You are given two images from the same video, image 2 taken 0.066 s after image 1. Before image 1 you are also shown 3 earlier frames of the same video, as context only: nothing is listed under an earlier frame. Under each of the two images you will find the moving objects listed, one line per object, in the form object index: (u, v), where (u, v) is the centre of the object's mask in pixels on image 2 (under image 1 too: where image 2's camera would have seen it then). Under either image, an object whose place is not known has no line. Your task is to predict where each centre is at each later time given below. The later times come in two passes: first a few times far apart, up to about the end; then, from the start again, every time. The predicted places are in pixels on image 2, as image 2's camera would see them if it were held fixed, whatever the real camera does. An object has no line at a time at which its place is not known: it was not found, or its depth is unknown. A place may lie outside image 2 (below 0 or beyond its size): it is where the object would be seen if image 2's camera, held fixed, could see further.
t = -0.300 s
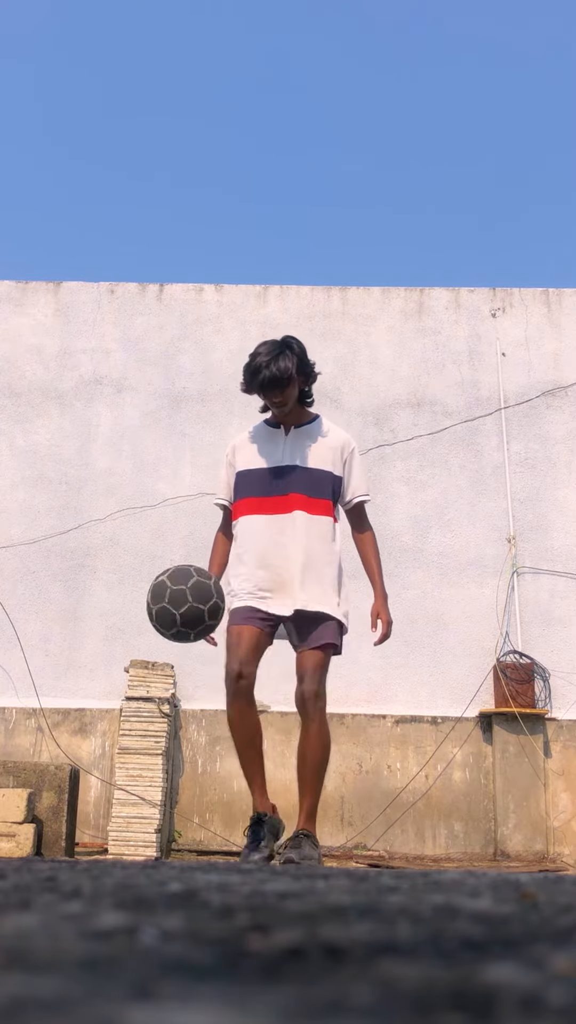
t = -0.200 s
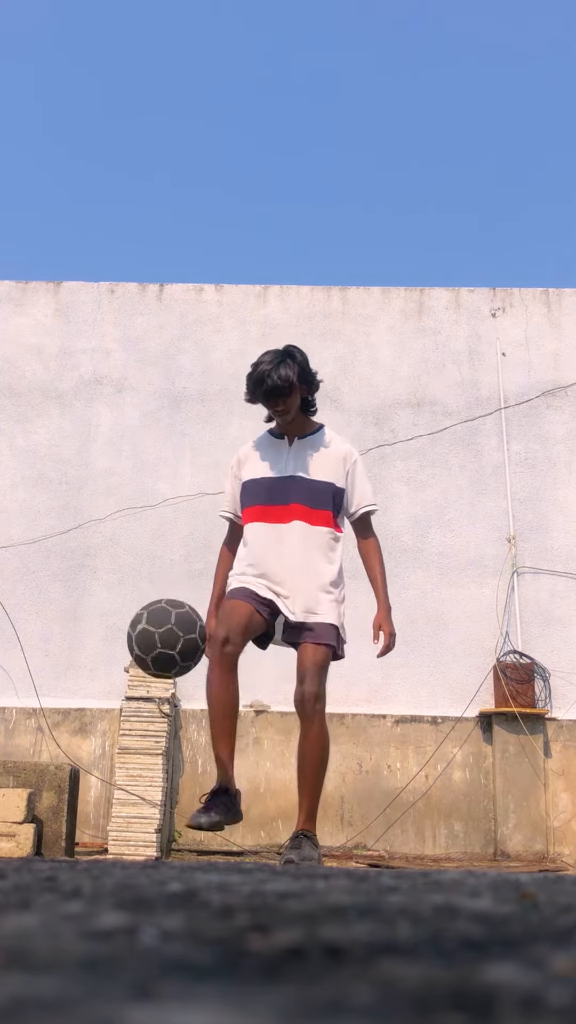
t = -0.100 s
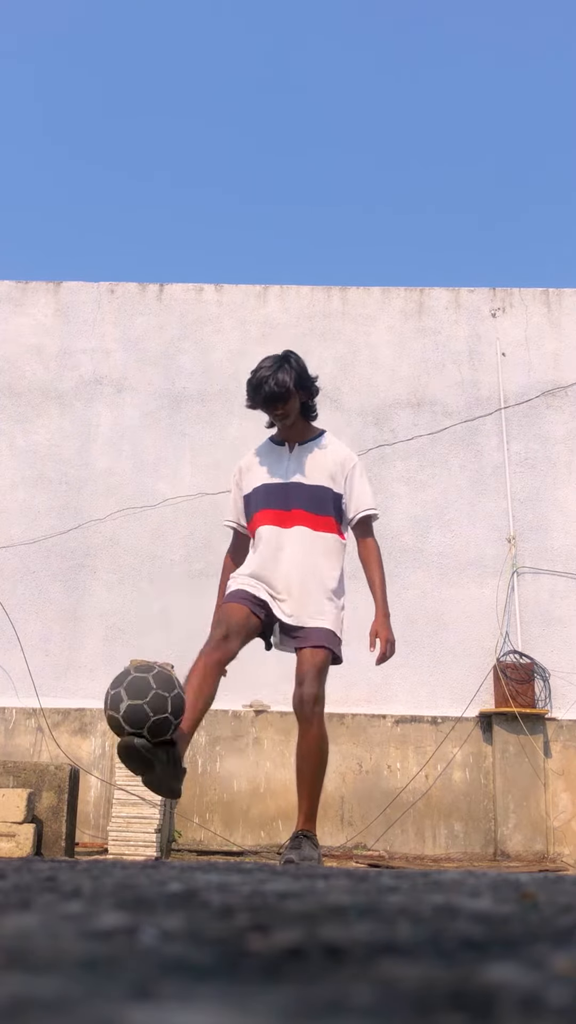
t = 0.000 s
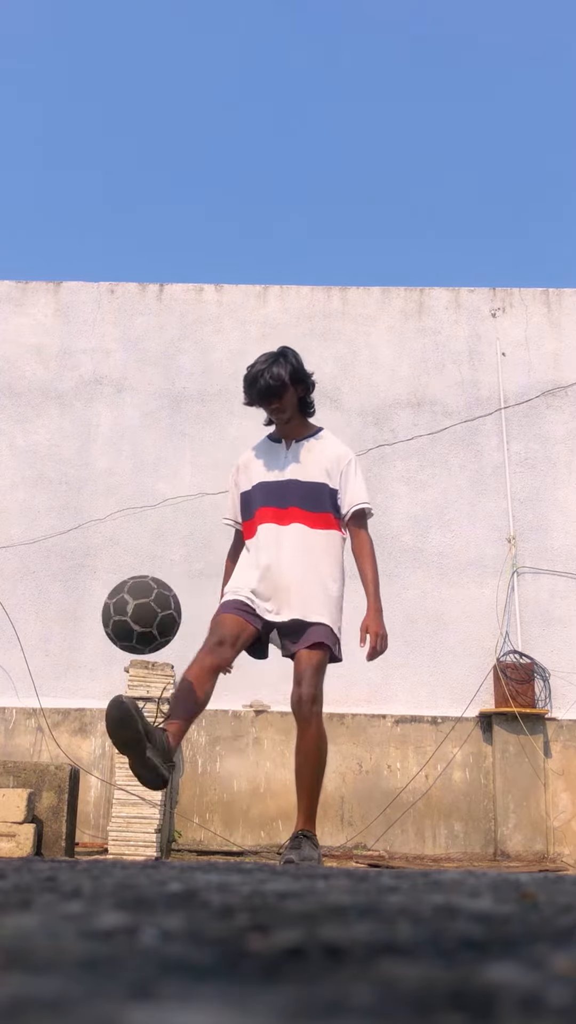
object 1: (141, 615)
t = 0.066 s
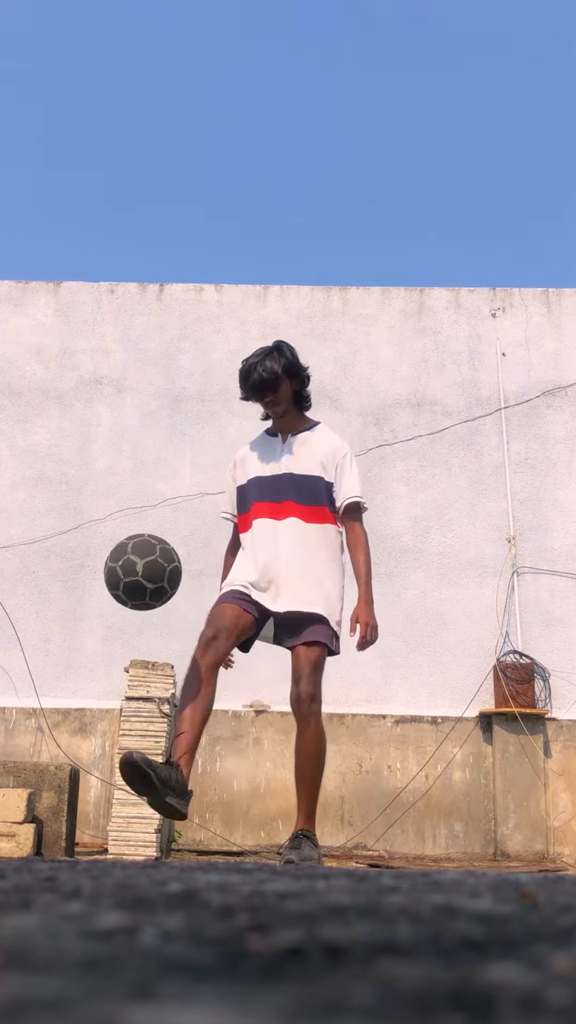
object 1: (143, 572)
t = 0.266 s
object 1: (141, 534)
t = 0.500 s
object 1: (129, 640)
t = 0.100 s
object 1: (143, 557)
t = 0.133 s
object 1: (143, 545)
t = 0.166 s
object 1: (143, 537)
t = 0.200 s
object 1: (142, 533)
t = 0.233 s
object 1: (142, 532)
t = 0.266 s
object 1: (141, 534)
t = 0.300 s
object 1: (139, 539)
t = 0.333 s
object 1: (138, 548)
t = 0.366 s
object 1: (137, 560)
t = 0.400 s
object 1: (135, 575)
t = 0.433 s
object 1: (133, 594)
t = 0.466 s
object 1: (131, 616)
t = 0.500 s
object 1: (129, 640)
